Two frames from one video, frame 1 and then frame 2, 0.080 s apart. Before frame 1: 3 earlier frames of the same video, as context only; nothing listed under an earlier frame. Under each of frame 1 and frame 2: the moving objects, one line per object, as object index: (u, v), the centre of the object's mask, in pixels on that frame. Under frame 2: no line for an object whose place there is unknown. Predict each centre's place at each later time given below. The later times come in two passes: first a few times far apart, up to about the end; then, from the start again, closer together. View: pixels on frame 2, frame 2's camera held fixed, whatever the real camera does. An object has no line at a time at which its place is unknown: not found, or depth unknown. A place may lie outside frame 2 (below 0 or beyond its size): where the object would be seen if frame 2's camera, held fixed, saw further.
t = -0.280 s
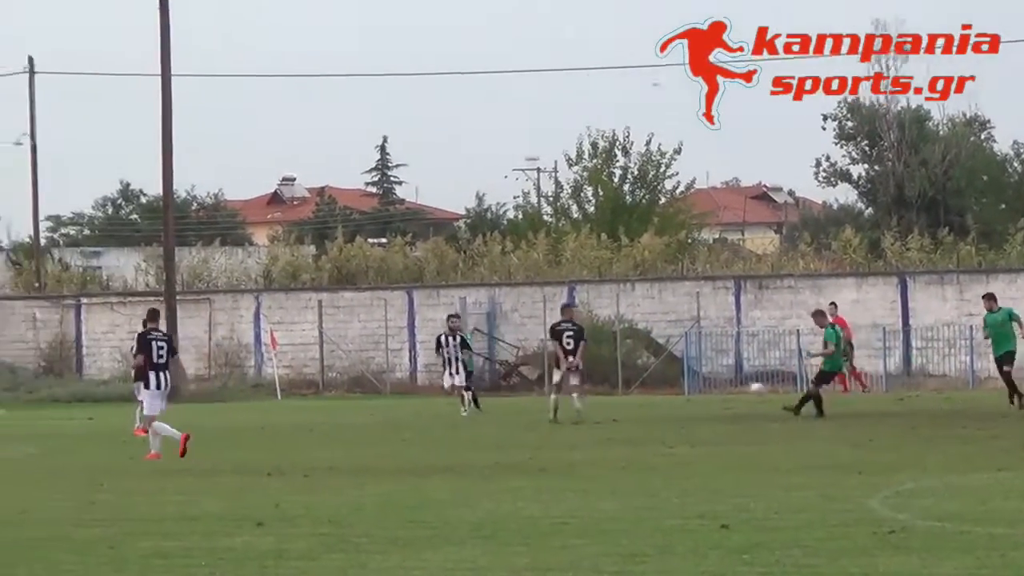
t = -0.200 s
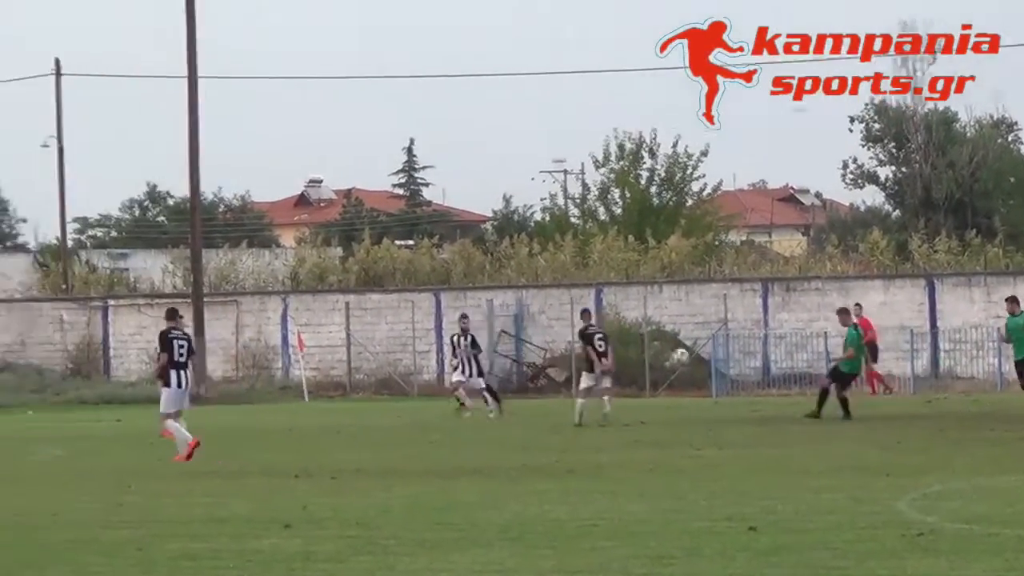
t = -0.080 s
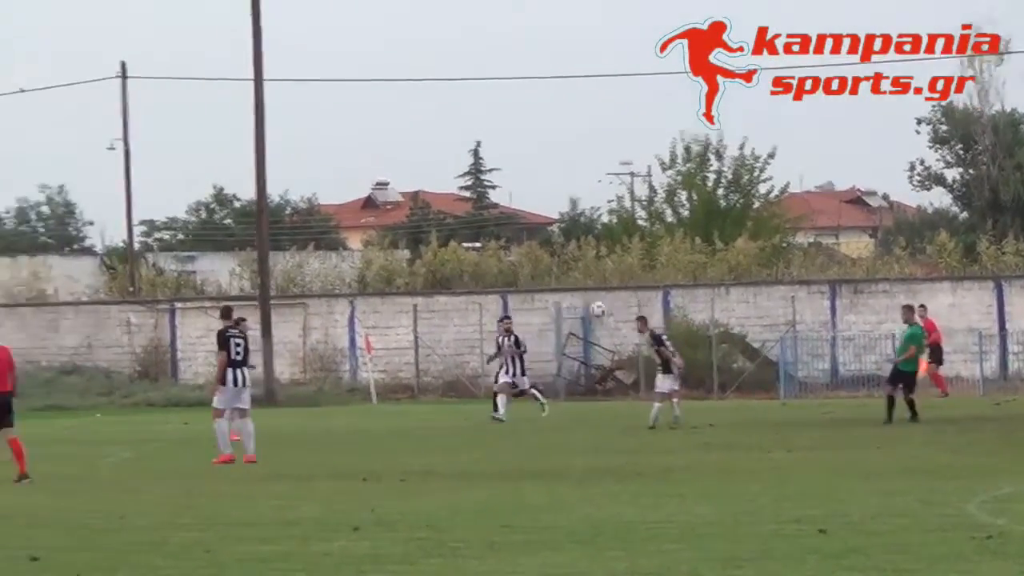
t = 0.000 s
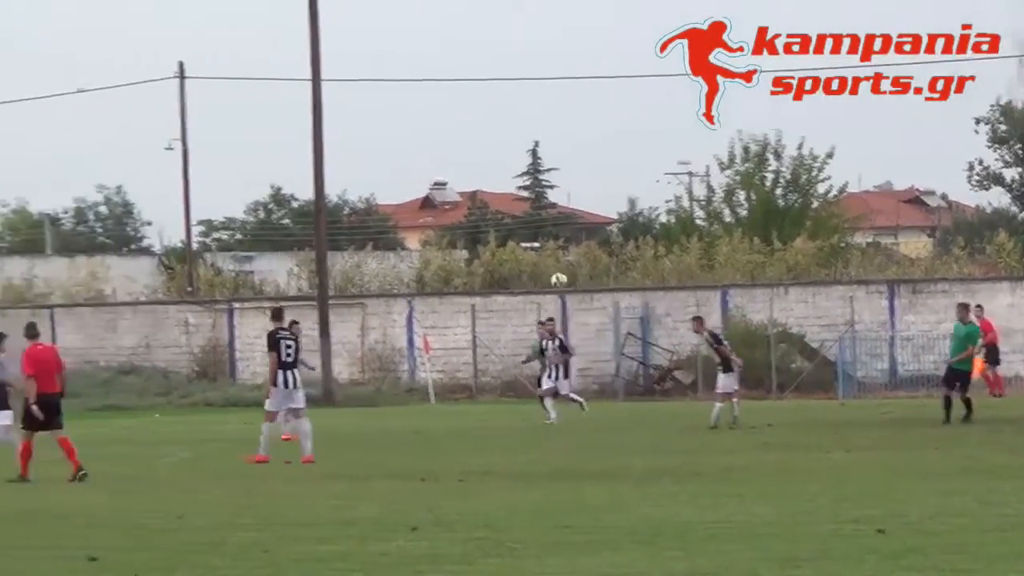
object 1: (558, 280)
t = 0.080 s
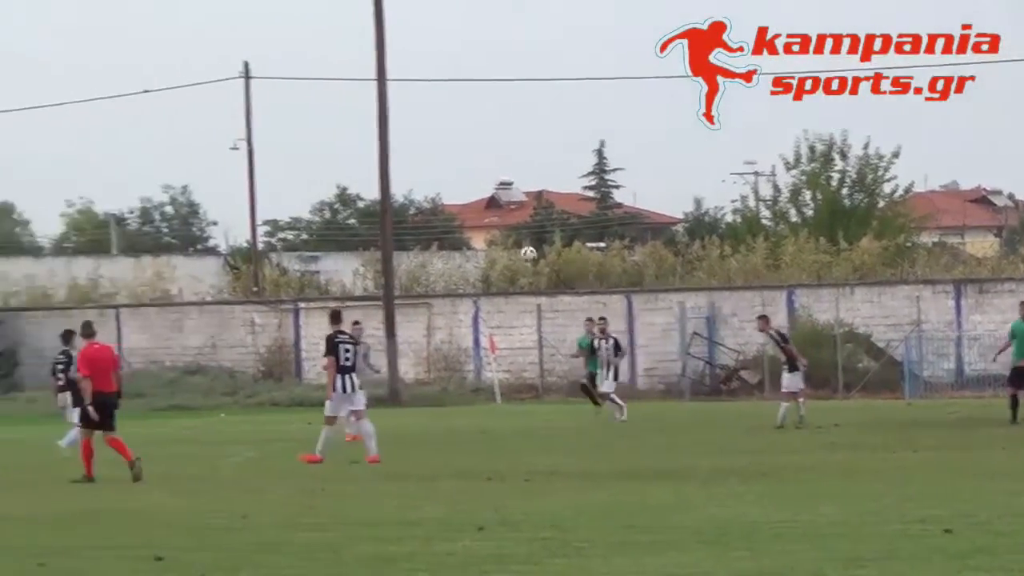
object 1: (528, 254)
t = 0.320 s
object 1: (256, 195)
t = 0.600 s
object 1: (-78, 159)
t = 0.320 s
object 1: (256, 195)
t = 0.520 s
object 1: (19, 165)
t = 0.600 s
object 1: (-78, 159)
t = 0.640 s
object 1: (-129, 157)
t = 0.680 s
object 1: (-180, 155)
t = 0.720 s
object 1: (-232, 155)
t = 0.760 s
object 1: (-286, 157)
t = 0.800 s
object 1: (-341, 159)
